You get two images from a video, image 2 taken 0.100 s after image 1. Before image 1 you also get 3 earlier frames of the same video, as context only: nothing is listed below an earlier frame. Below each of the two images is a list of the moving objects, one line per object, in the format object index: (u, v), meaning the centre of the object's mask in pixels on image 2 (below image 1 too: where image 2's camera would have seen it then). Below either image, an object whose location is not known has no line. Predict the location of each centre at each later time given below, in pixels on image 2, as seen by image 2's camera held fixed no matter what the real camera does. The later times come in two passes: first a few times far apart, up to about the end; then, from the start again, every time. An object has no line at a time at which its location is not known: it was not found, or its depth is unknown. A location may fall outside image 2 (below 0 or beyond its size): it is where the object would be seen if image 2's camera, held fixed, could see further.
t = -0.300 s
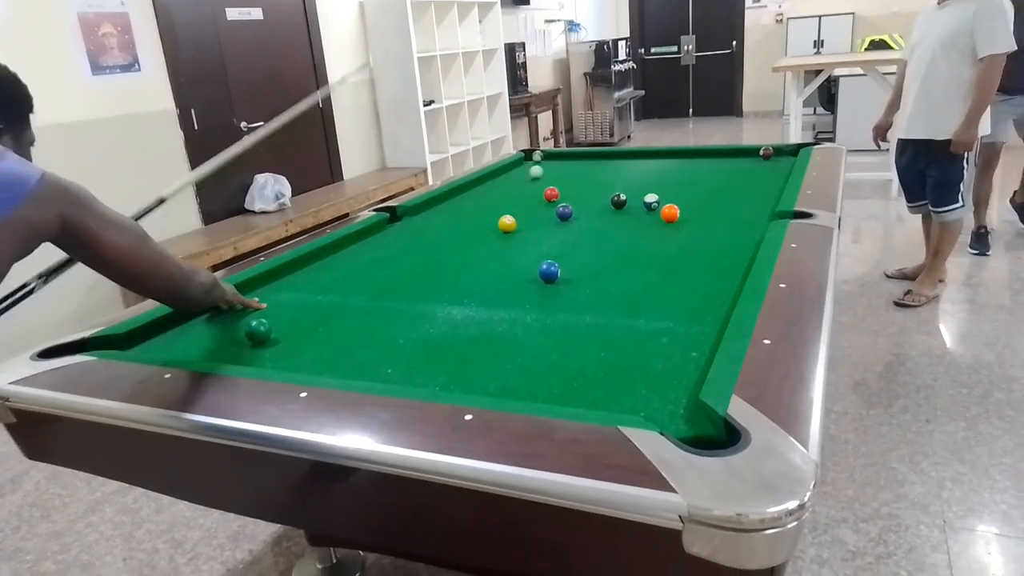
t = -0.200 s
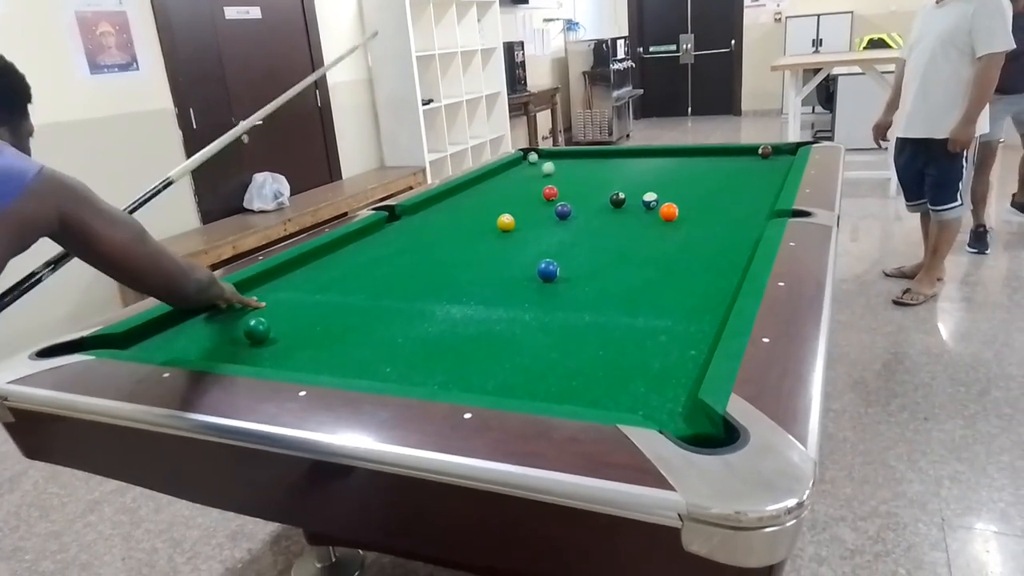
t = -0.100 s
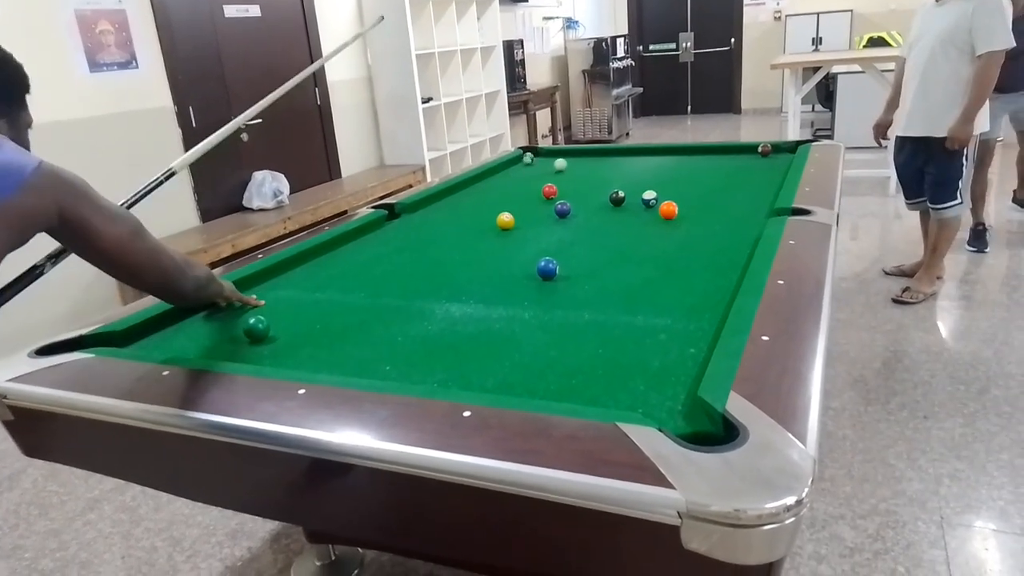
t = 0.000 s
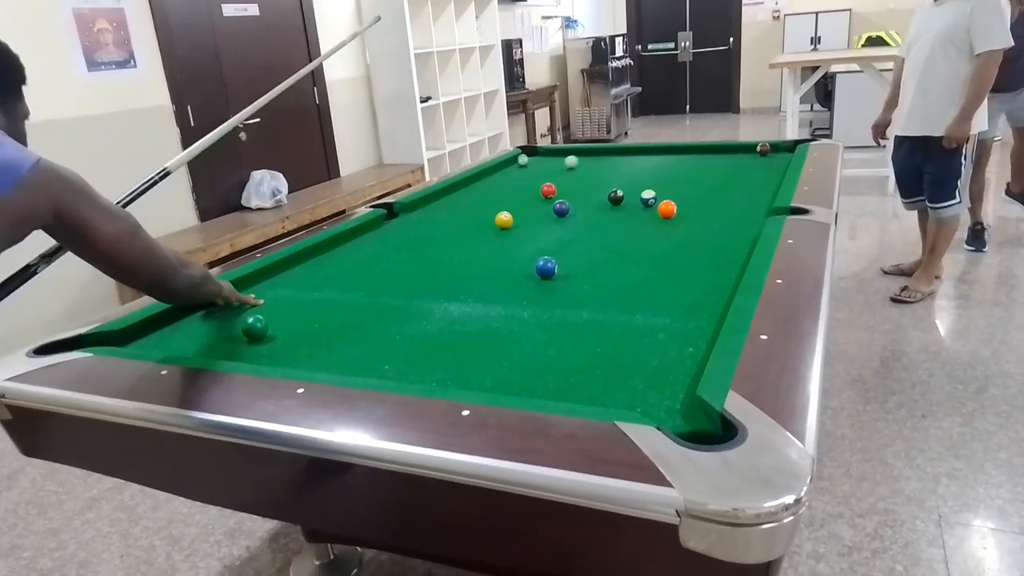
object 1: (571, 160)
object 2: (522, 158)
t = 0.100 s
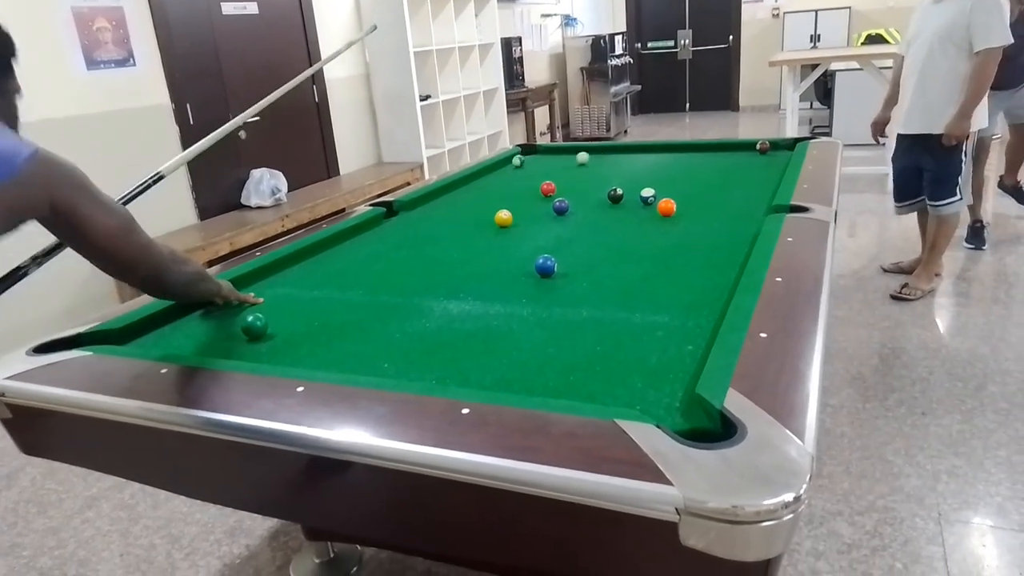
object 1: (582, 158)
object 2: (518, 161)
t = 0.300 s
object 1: (605, 154)
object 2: (509, 166)
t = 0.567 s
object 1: (633, 149)
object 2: (499, 173)
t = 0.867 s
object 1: (655, 148)
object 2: (486, 181)
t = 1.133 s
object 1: (666, 150)
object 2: (474, 189)
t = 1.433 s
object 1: (679, 151)
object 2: (460, 199)
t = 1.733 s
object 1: (691, 154)
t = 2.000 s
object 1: (701, 155)
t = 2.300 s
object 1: (711, 157)
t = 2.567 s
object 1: (720, 157)
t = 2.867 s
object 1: (727, 159)
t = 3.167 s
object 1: (733, 160)
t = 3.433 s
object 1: (737, 161)
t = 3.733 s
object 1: (740, 161)
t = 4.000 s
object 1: (741, 162)
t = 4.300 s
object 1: (743, 162)
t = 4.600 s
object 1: (742, 161)
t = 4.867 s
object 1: (742, 162)
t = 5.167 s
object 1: (742, 162)
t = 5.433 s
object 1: (743, 161)
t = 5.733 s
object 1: (743, 161)
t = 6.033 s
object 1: (742, 162)
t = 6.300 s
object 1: (742, 162)
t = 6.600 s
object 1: (742, 162)
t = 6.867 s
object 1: (743, 162)
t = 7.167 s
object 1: (743, 161)
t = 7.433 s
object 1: (742, 161)
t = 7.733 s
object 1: (742, 161)
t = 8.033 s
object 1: (742, 161)
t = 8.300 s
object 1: (742, 161)
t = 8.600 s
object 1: (742, 161)
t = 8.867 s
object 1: (742, 161)
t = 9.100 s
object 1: (742, 161)
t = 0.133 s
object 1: (586, 158)
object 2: (516, 162)
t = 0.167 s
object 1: (590, 157)
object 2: (515, 162)
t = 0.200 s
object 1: (594, 156)
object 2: (514, 163)
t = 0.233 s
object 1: (598, 156)
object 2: (513, 164)
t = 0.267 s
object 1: (602, 155)
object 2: (511, 165)
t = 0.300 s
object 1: (605, 154)
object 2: (509, 166)
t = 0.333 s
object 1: (609, 154)
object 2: (508, 167)
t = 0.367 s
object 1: (612, 153)
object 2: (507, 167)
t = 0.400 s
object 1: (615, 153)
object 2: (506, 168)
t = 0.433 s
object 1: (619, 152)
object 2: (504, 169)
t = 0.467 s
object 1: (623, 151)
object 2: (503, 170)
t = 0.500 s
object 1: (626, 150)
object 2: (502, 171)
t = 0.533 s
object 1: (630, 150)
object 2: (501, 172)
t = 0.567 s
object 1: (633, 149)
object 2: (499, 173)
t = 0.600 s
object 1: (637, 148)
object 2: (497, 174)
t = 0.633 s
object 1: (640, 148)
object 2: (496, 175)
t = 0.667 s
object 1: (643, 148)
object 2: (495, 175)
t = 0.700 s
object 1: (646, 147)
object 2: (493, 176)
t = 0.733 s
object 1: (648, 147)
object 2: (492, 177)
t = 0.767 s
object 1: (650, 147)
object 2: (491, 178)
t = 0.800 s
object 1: (651, 148)
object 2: (489, 179)
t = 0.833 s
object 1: (653, 148)
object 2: (487, 180)
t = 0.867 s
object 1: (655, 148)
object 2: (486, 181)
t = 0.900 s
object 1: (656, 148)
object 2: (485, 182)
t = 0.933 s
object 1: (657, 148)
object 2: (483, 183)
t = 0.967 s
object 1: (659, 149)
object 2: (481, 184)
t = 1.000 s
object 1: (660, 149)
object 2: (480, 185)
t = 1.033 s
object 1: (662, 149)
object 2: (479, 186)
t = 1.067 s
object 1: (663, 149)
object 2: (478, 187)
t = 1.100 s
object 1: (665, 149)
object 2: (476, 188)
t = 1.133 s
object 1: (666, 150)
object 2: (474, 189)
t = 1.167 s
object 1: (668, 150)
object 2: (473, 190)
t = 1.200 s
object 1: (669, 150)
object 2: (471, 191)
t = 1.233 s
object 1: (670, 150)
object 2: (470, 192)
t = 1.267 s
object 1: (672, 150)
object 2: (468, 193)
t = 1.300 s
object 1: (673, 151)
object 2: (466, 194)
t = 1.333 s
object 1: (675, 151)
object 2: (465, 195)
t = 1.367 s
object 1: (676, 151)
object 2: (463, 196)
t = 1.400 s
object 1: (677, 151)
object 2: (462, 198)
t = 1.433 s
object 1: (679, 151)
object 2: (460, 199)
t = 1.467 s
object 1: (680, 152)
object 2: (458, 200)
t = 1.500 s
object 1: (681, 152)
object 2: (457, 201)
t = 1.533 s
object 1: (683, 152)
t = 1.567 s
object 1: (684, 152)
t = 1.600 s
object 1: (686, 153)
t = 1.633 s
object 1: (687, 153)
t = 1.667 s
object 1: (688, 153)
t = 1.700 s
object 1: (689, 153)
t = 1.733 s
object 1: (691, 154)
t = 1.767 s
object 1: (692, 154)
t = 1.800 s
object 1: (693, 154)
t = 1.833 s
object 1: (694, 154)
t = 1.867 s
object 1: (696, 155)
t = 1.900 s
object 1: (697, 155)
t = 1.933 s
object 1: (699, 155)
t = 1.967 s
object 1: (700, 155)
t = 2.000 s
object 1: (701, 155)
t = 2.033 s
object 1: (702, 155)
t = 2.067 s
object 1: (703, 156)
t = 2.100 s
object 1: (704, 156)
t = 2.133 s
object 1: (706, 156)
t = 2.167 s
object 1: (707, 156)
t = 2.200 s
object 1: (708, 156)
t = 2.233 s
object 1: (709, 156)
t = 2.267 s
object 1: (710, 156)
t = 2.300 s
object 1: (711, 157)
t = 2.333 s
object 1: (712, 157)
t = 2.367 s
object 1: (714, 157)
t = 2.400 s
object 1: (715, 157)
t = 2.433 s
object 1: (715, 157)
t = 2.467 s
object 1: (716, 157)
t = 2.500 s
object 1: (718, 157)
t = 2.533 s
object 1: (719, 157)
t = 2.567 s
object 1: (720, 157)
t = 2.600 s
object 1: (721, 158)
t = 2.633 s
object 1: (722, 158)
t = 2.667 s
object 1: (723, 158)
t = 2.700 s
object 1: (723, 158)
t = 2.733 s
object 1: (724, 158)
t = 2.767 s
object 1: (725, 158)
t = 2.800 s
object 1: (726, 158)
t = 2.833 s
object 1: (727, 158)
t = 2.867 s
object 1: (727, 159)
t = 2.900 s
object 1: (728, 159)
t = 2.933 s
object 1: (729, 159)
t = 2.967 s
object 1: (729, 159)
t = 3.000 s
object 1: (730, 159)
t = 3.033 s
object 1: (731, 159)
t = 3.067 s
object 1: (731, 160)
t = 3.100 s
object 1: (732, 160)
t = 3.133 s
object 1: (732, 160)
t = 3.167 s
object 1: (733, 160)
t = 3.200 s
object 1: (734, 160)
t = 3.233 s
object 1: (734, 160)
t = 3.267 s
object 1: (735, 160)
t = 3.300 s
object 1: (735, 160)
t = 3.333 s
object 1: (735, 160)
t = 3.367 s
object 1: (736, 160)
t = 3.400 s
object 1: (736, 161)
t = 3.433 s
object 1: (737, 161)
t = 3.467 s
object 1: (737, 161)
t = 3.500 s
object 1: (738, 161)
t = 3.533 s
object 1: (738, 161)
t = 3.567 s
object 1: (738, 161)
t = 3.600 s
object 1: (739, 161)
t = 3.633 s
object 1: (739, 161)
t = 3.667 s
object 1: (739, 161)
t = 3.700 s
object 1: (740, 161)
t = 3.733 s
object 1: (740, 161)
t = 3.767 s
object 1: (740, 161)
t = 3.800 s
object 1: (740, 161)
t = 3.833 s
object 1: (741, 161)
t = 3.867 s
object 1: (741, 161)
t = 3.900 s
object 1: (741, 161)
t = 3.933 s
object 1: (741, 161)
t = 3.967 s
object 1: (741, 161)
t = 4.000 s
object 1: (741, 162)
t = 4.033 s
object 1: (742, 161)
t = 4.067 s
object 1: (742, 162)
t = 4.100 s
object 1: (742, 162)
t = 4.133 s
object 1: (742, 162)
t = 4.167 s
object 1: (742, 162)
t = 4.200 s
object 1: (742, 161)
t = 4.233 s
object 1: (743, 162)
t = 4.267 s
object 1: (743, 162)
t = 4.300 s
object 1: (743, 162)
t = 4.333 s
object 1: (743, 162)
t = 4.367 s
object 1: (742, 162)
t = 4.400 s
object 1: (742, 162)
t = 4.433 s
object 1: (742, 162)
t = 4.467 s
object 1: (742, 162)
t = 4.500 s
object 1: (742, 162)
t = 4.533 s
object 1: (742, 162)
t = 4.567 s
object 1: (742, 162)
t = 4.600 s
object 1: (742, 161)
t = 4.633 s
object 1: (742, 162)
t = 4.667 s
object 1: (743, 162)
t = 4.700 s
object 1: (742, 162)
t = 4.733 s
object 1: (742, 162)
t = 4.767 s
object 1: (742, 162)
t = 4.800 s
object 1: (742, 162)
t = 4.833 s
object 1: (742, 162)
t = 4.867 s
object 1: (742, 162)
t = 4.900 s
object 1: (742, 162)
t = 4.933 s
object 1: (742, 162)
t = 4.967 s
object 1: (742, 162)
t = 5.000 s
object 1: (742, 162)
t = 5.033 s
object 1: (742, 162)
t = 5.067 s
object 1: (743, 162)
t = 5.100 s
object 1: (743, 162)
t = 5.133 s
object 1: (742, 162)
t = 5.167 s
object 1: (742, 162)
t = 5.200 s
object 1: (742, 162)
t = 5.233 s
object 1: (742, 162)
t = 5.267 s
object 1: (742, 162)
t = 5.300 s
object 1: (742, 162)
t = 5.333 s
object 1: (742, 162)
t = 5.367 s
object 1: (743, 161)
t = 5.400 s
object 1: (743, 161)
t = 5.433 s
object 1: (743, 161)
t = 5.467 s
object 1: (743, 161)
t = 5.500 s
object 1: (743, 161)
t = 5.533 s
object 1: (743, 161)
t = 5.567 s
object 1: (743, 162)
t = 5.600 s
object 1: (743, 161)
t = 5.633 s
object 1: (743, 161)
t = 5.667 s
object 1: (743, 161)
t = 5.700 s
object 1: (743, 161)
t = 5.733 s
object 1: (743, 161)
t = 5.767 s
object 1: (743, 161)
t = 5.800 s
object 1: (743, 161)
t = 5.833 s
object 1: (743, 161)
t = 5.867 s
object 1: (742, 161)
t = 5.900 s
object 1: (743, 162)
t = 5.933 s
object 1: (743, 161)
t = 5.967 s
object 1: (742, 162)
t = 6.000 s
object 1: (742, 162)
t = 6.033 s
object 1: (742, 162)
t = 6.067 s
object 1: (742, 162)
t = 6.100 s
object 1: (742, 162)
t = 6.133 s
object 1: (742, 162)
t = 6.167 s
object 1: (742, 162)
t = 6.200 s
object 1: (742, 162)
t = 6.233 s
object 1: (742, 162)
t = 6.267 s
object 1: (742, 162)
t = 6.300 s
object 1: (742, 162)
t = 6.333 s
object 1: (742, 162)
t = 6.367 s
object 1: (742, 162)
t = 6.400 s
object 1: (742, 162)
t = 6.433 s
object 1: (742, 162)
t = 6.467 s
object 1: (742, 162)
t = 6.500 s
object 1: (742, 162)
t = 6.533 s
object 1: (742, 162)
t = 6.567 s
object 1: (742, 161)
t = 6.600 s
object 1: (742, 162)
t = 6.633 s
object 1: (742, 162)
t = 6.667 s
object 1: (742, 162)
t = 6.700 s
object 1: (742, 161)
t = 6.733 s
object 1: (743, 161)
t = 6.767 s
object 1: (743, 162)
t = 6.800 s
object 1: (743, 162)
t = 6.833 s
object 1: (743, 162)
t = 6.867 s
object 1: (743, 162)
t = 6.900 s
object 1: (743, 162)
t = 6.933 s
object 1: (743, 161)
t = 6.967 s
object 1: (743, 161)
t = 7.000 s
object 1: (743, 162)
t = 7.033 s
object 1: (743, 162)
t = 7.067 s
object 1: (743, 161)
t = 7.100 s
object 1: (743, 161)
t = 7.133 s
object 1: (743, 161)
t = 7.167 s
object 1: (743, 161)
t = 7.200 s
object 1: (743, 161)
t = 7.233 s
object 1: (743, 161)
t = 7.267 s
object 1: (743, 161)
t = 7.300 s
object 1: (743, 161)
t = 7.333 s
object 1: (743, 161)
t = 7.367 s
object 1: (743, 161)
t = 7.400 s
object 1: (742, 161)
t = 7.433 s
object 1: (742, 161)
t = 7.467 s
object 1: (742, 161)
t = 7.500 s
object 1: (742, 161)
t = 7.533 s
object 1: (743, 161)
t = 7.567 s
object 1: (742, 161)
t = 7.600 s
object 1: (742, 161)
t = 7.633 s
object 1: (742, 161)
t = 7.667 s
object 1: (742, 161)
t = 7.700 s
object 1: (742, 161)
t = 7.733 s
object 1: (742, 161)
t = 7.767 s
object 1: (742, 161)
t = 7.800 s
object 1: (742, 161)
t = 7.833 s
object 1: (742, 161)
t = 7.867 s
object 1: (742, 161)
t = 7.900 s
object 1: (742, 161)
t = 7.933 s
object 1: (742, 161)
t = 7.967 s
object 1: (742, 161)
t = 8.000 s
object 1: (742, 161)
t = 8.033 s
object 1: (742, 161)
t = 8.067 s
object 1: (742, 161)
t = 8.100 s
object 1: (742, 161)
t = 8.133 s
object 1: (742, 162)
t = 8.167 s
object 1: (742, 161)
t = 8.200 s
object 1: (742, 161)
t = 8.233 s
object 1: (742, 162)
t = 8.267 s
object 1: (742, 161)
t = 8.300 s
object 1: (742, 161)
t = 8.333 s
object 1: (742, 161)
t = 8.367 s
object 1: (742, 161)
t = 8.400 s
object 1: (742, 161)
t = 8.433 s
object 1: (742, 161)
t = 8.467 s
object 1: (742, 161)
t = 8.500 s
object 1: (742, 161)
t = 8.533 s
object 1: (742, 161)
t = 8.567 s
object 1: (742, 161)
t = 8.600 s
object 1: (742, 161)
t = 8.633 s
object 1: (742, 161)
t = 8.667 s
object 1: (742, 161)
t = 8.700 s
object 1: (742, 161)
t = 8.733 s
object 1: (742, 161)
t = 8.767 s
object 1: (742, 161)
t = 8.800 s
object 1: (742, 161)
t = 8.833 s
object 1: (742, 161)
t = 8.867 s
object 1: (742, 161)
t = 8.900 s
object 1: (742, 161)
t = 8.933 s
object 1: (742, 161)
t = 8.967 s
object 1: (742, 161)
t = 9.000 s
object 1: (742, 161)
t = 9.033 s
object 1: (742, 161)
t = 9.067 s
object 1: (742, 161)
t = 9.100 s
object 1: (742, 161)
